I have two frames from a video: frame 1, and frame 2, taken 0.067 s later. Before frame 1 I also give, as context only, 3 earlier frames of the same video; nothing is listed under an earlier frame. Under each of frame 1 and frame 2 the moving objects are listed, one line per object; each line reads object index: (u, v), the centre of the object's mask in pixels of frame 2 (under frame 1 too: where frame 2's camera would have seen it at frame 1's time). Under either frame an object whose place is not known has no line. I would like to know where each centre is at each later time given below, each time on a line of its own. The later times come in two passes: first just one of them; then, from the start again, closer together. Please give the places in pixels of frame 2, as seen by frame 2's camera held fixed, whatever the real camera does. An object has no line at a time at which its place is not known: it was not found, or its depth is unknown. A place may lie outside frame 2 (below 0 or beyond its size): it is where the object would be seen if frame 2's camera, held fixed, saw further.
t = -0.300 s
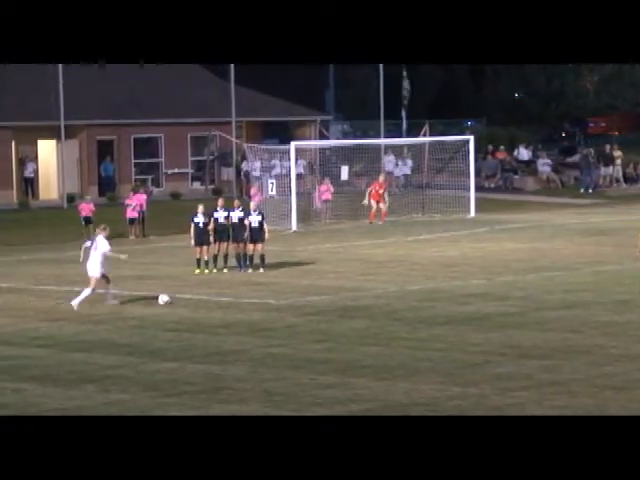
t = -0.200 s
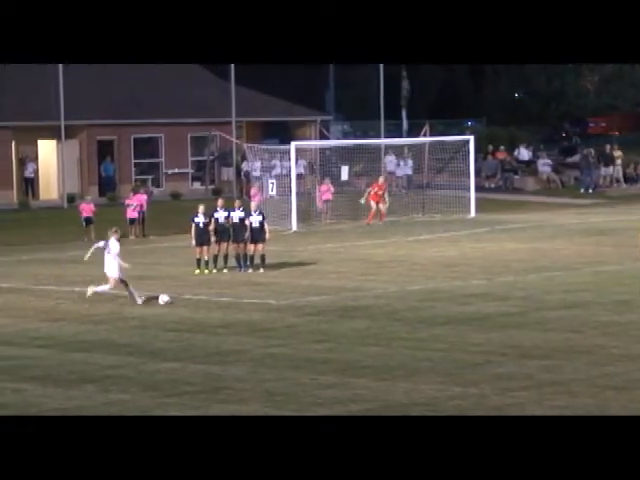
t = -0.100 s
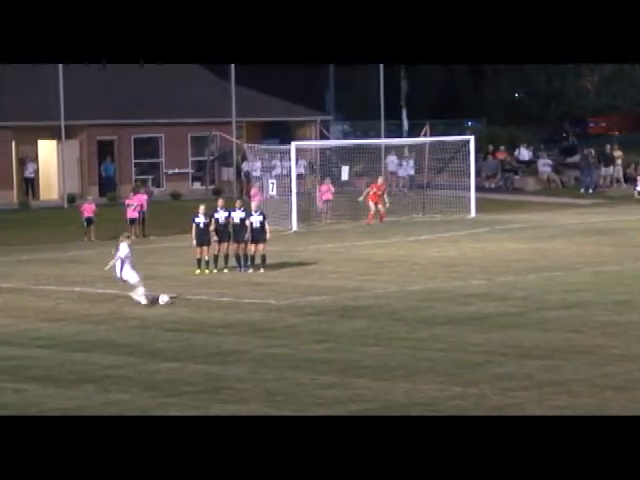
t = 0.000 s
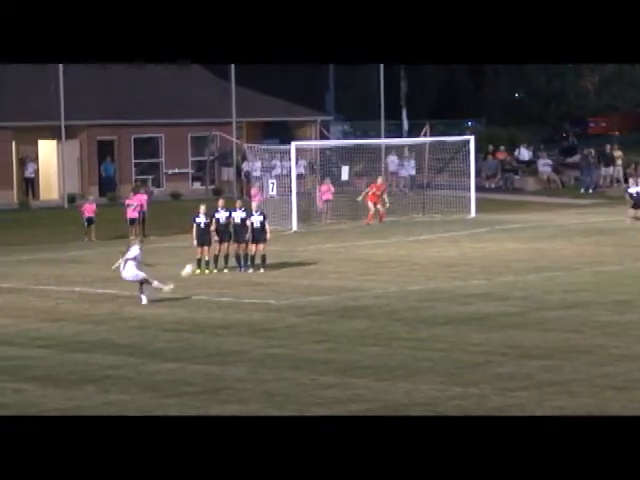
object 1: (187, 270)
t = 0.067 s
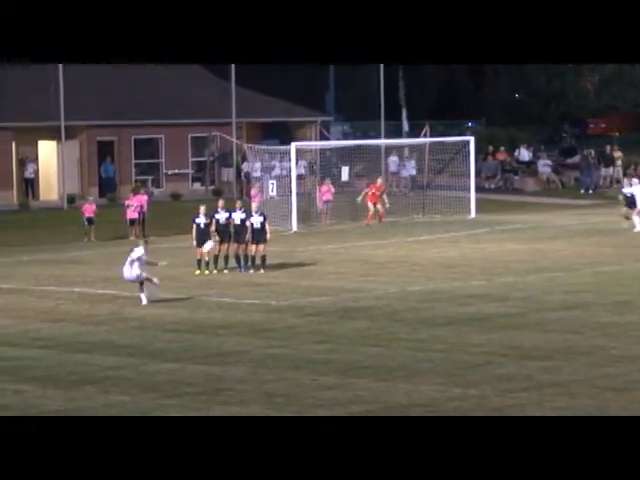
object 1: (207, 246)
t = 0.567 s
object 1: (370, 88)
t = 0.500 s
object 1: (351, 102)
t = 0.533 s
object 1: (361, 94)
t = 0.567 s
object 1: (370, 88)
